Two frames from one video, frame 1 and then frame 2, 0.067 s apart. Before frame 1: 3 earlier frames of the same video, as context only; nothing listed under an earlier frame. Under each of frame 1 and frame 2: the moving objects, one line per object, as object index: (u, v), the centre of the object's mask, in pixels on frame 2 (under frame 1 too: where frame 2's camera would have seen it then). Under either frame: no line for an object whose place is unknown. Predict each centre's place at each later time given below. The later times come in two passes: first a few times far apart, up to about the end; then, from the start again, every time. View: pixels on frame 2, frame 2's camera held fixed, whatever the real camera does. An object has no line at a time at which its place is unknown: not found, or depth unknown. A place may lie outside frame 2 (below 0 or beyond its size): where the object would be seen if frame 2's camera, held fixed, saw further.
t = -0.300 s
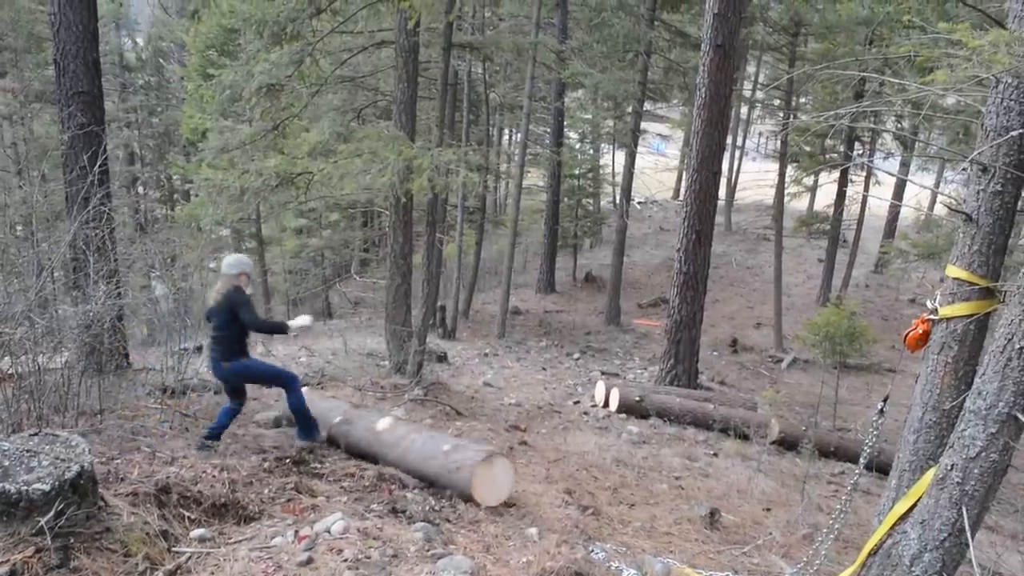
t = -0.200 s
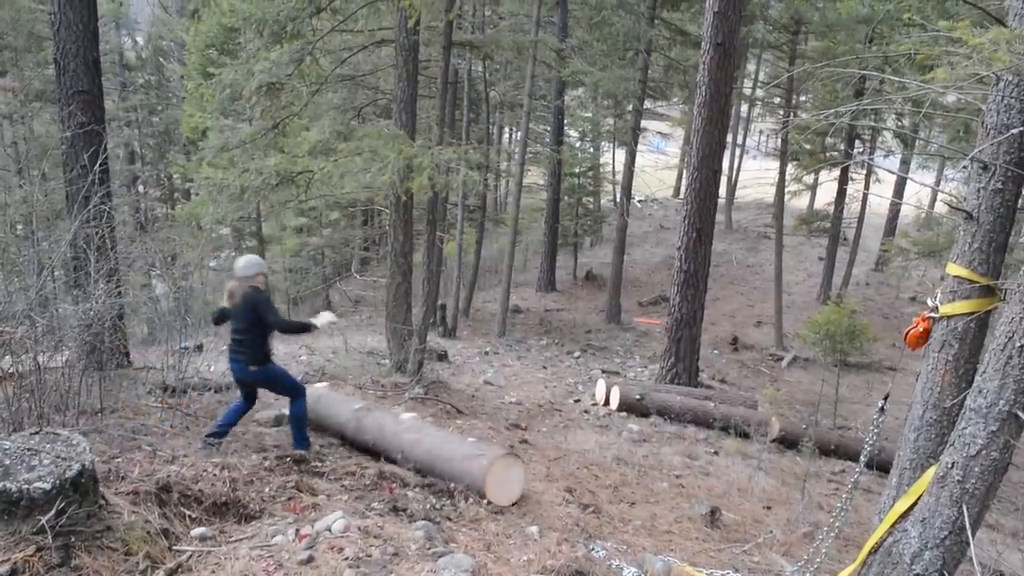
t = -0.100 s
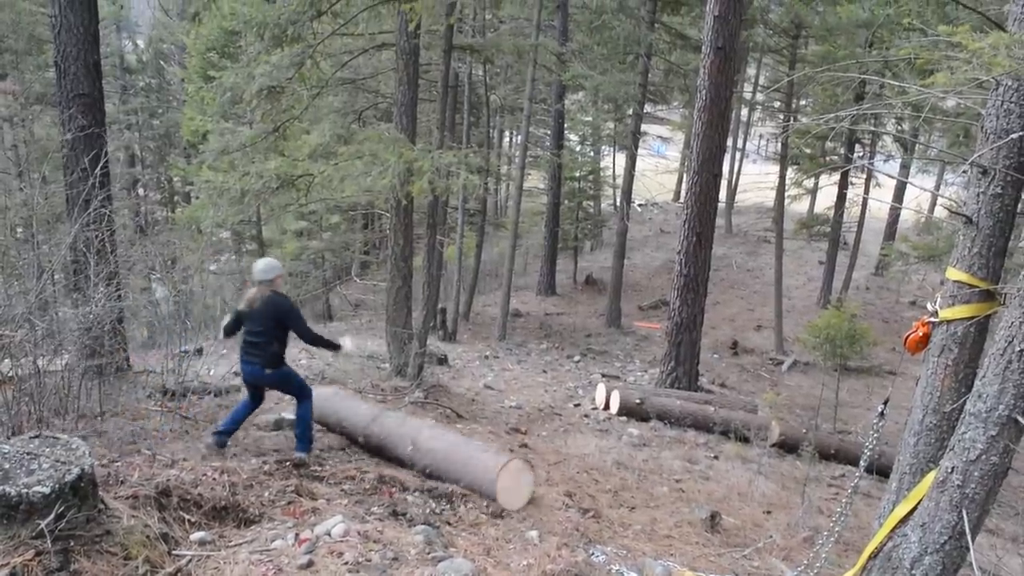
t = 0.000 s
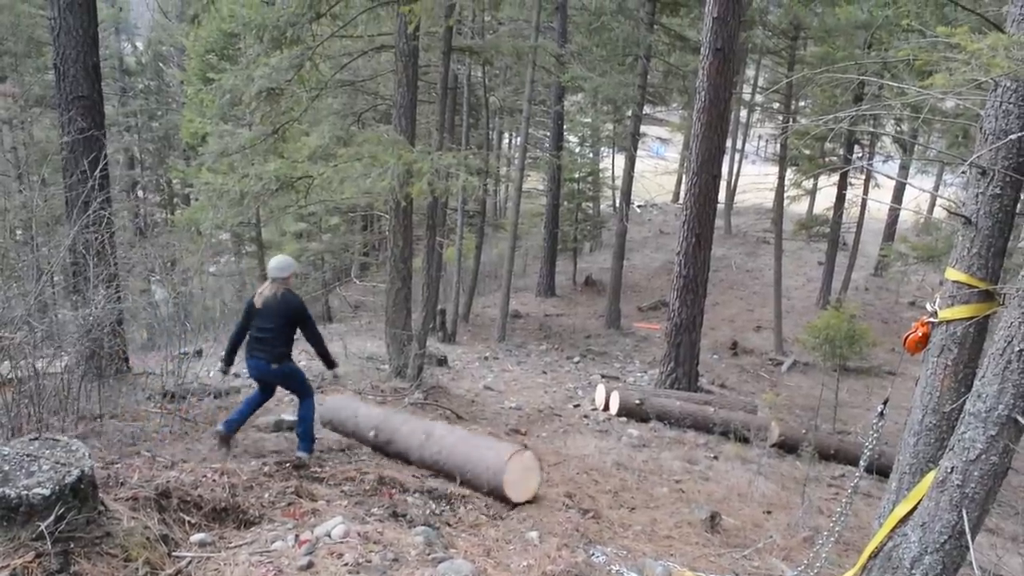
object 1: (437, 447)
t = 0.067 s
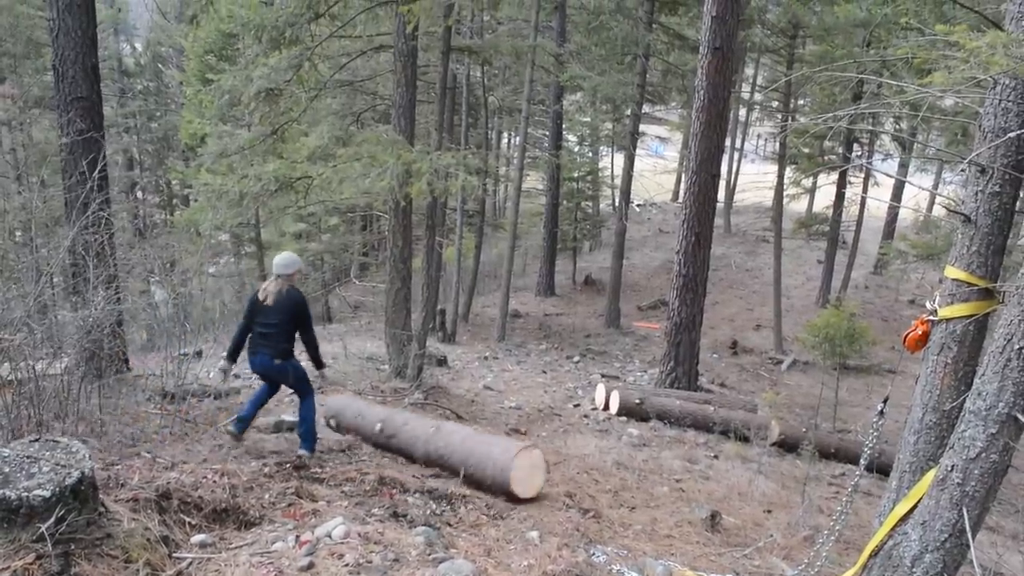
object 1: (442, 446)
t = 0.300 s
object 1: (461, 443)
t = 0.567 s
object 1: (486, 445)
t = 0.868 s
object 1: (522, 446)
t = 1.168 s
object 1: (554, 438)
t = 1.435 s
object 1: (582, 435)
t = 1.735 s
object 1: (602, 435)
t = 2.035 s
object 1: (624, 433)
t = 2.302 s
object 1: (635, 428)
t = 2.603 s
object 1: (651, 421)
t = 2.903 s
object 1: (662, 411)
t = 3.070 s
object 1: (662, 412)
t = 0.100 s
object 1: (445, 445)
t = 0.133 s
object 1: (447, 444)
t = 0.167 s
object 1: (449, 444)
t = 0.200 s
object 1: (453, 443)
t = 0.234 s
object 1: (456, 443)
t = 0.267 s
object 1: (459, 443)
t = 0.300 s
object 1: (461, 443)
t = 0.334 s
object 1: (463, 442)
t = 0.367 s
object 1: (465, 442)
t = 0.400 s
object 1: (468, 443)
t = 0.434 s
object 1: (469, 444)
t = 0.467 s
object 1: (473, 445)
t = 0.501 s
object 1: (478, 446)
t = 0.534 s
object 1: (481, 445)
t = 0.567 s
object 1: (486, 445)
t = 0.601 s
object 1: (490, 446)
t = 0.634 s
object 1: (495, 447)
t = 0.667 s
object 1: (499, 448)
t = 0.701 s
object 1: (502, 448)
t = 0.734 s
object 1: (506, 447)
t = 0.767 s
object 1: (510, 447)
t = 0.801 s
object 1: (514, 447)
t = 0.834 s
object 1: (517, 448)
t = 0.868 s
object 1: (522, 446)
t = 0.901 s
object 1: (526, 444)
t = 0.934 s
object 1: (530, 444)
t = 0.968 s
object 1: (533, 442)
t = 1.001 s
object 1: (537, 442)
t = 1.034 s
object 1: (542, 443)
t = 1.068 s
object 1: (546, 443)
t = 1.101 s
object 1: (549, 443)
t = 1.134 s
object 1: (552, 440)
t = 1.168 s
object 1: (554, 438)
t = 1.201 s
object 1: (557, 435)
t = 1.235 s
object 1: (562, 435)
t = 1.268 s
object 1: (567, 436)
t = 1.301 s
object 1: (572, 438)
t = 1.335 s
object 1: (576, 441)
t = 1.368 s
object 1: (578, 441)
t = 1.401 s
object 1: (583, 440)
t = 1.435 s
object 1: (582, 435)
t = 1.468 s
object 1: (586, 433)
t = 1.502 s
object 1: (587, 430)
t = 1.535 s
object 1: (589, 429)
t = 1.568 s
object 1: (593, 429)
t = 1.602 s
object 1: (596, 429)
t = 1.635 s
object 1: (597, 430)
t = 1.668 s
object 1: (598, 431)
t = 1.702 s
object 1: (601, 434)
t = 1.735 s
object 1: (602, 435)
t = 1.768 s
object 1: (602, 435)
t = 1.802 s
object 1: (605, 434)
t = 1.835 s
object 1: (608, 433)
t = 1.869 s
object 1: (611, 432)
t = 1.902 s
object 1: (616, 432)
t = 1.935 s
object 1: (617, 432)
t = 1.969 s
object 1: (618, 433)
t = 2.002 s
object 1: (619, 433)
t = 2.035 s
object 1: (624, 433)
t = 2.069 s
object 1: (626, 432)
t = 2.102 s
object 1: (628, 432)
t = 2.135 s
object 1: (629, 431)
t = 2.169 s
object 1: (630, 431)
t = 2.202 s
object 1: (631, 431)
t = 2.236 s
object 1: (633, 430)
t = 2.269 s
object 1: (635, 429)
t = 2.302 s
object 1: (635, 428)
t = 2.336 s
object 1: (636, 429)
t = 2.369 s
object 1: (637, 429)
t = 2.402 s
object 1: (634, 427)
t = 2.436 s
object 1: (632, 426)
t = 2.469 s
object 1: (637, 425)
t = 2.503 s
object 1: (646, 426)
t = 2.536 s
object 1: (649, 424)
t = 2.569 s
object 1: (651, 423)
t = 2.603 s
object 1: (651, 421)
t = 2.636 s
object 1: (653, 422)
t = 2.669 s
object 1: (654, 422)
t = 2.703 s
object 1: (654, 421)
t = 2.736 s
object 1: (657, 421)
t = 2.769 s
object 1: (658, 418)
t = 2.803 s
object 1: (660, 414)
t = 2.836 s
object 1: (659, 413)
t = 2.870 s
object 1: (660, 412)
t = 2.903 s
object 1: (662, 411)
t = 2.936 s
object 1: (664, 412)
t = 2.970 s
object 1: (663, 412)
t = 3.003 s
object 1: (663, 412)
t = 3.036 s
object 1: (662, 412)
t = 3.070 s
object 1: (662, 412)
